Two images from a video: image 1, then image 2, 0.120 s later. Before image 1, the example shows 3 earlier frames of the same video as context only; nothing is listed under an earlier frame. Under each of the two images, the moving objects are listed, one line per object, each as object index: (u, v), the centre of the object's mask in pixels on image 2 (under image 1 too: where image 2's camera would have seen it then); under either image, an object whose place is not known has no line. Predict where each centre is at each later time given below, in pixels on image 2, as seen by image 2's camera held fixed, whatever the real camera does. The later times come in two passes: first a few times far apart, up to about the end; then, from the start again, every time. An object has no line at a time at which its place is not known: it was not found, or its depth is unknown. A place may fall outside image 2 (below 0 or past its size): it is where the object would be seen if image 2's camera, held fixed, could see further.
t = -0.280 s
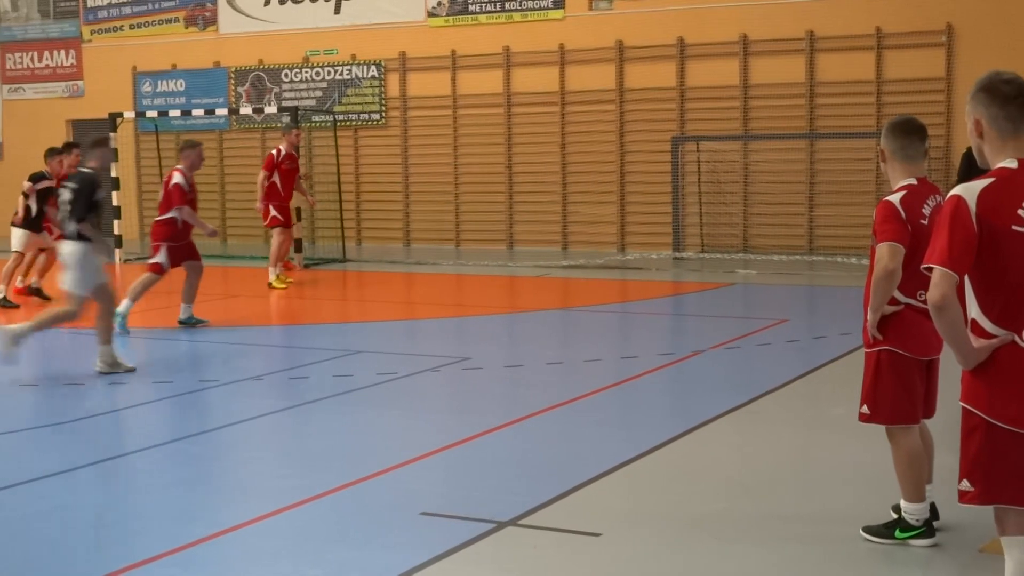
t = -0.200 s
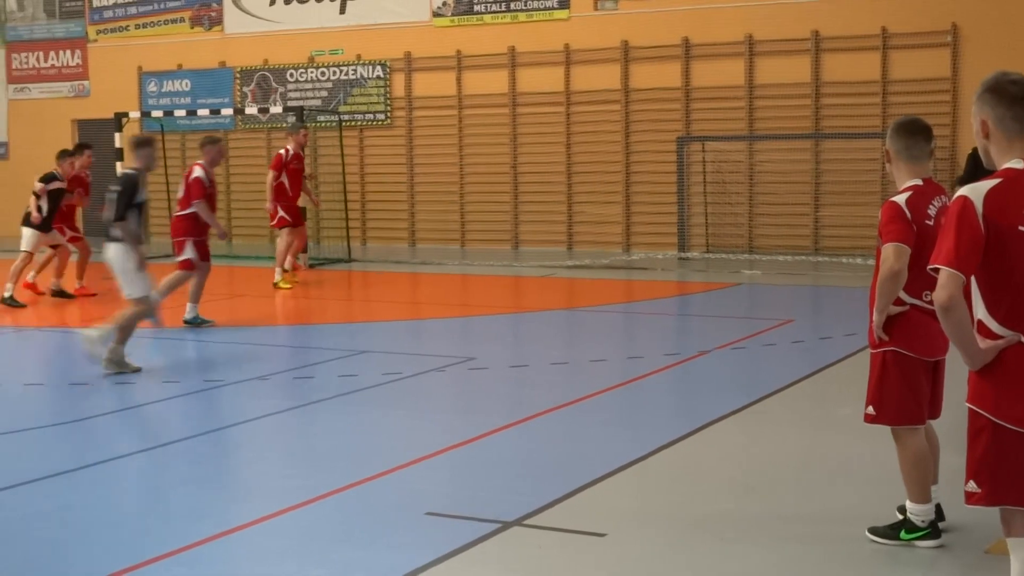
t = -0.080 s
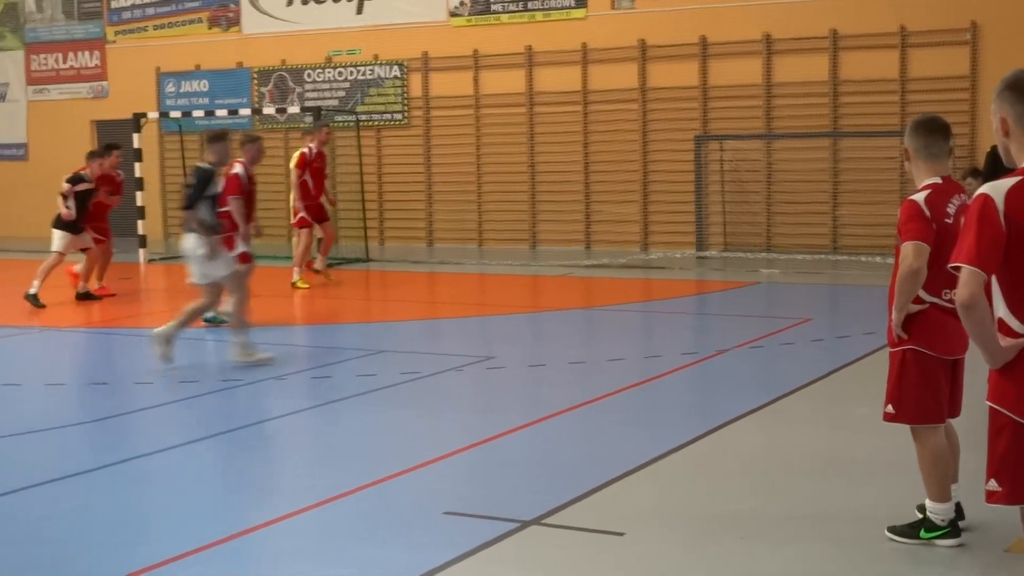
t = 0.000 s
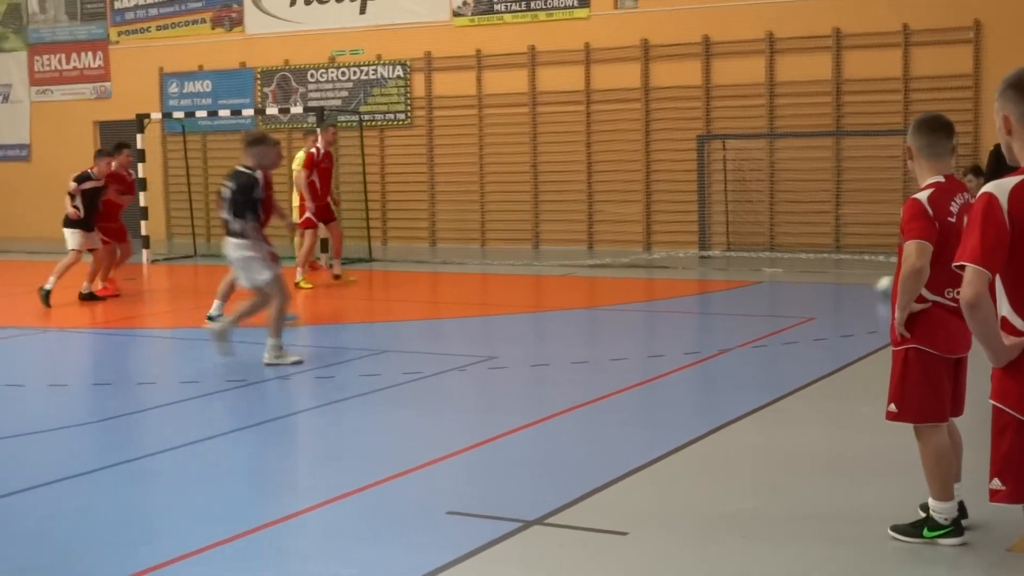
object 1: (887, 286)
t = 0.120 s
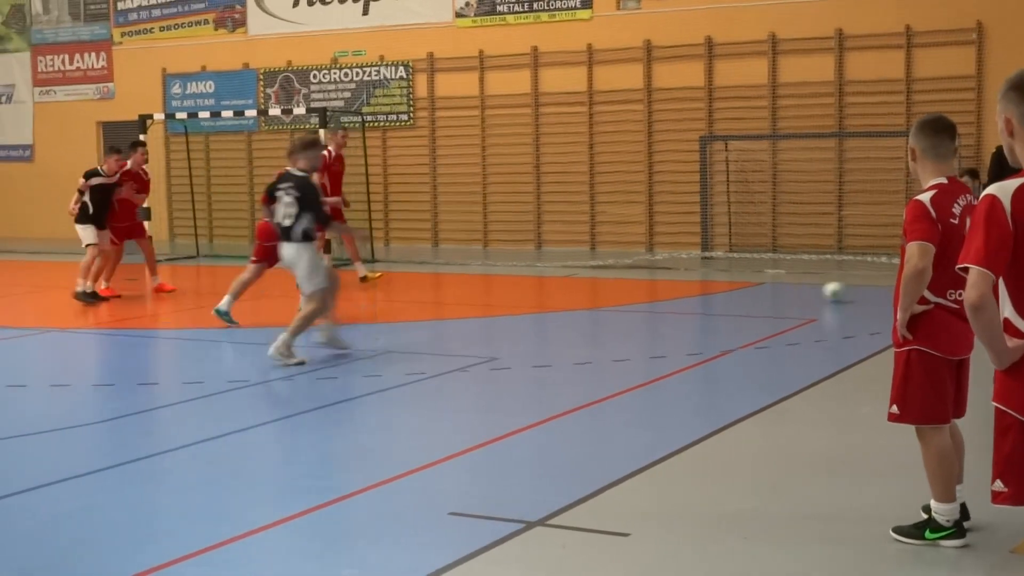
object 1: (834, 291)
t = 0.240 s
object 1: (783, 295)
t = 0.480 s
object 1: (698, 303)
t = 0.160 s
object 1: (815, 292)
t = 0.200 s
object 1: (799, 294)
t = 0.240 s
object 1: (783, 295)
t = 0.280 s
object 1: (769, 296)
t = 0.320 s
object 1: (754, 297)
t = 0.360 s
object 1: (739, 298)
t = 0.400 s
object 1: (725, 299)
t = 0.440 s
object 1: (712, 301)
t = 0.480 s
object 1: (698, 303)
